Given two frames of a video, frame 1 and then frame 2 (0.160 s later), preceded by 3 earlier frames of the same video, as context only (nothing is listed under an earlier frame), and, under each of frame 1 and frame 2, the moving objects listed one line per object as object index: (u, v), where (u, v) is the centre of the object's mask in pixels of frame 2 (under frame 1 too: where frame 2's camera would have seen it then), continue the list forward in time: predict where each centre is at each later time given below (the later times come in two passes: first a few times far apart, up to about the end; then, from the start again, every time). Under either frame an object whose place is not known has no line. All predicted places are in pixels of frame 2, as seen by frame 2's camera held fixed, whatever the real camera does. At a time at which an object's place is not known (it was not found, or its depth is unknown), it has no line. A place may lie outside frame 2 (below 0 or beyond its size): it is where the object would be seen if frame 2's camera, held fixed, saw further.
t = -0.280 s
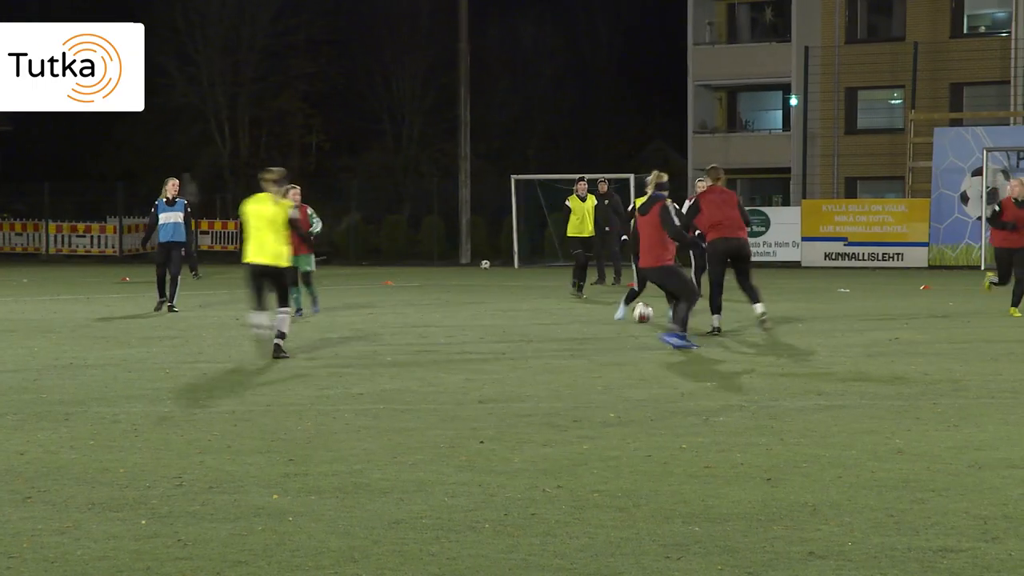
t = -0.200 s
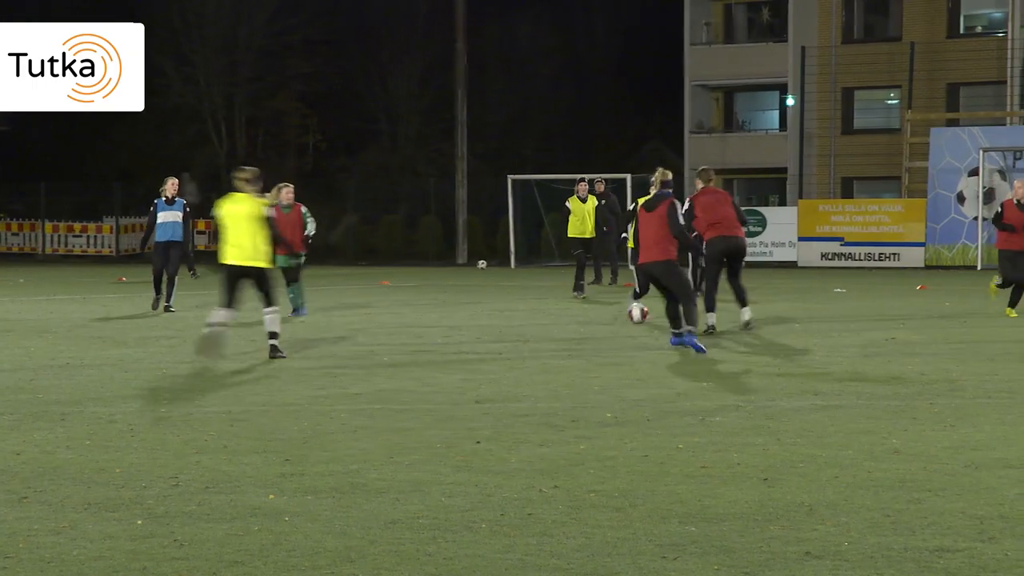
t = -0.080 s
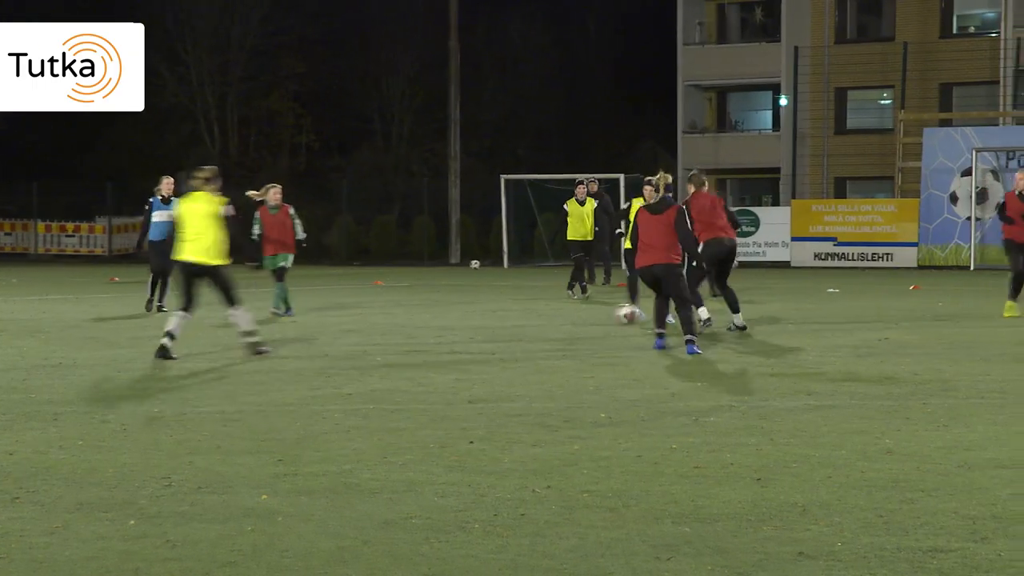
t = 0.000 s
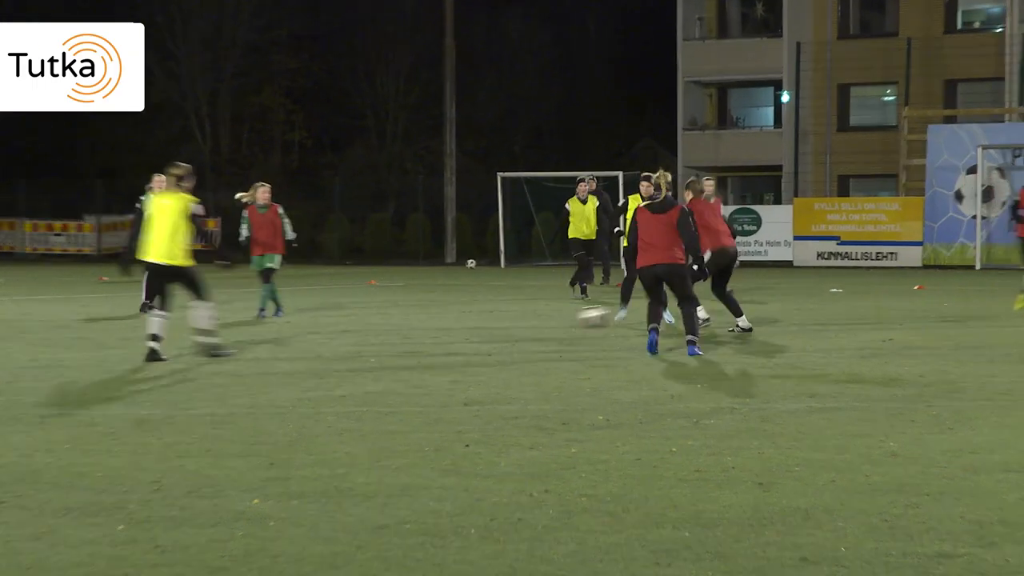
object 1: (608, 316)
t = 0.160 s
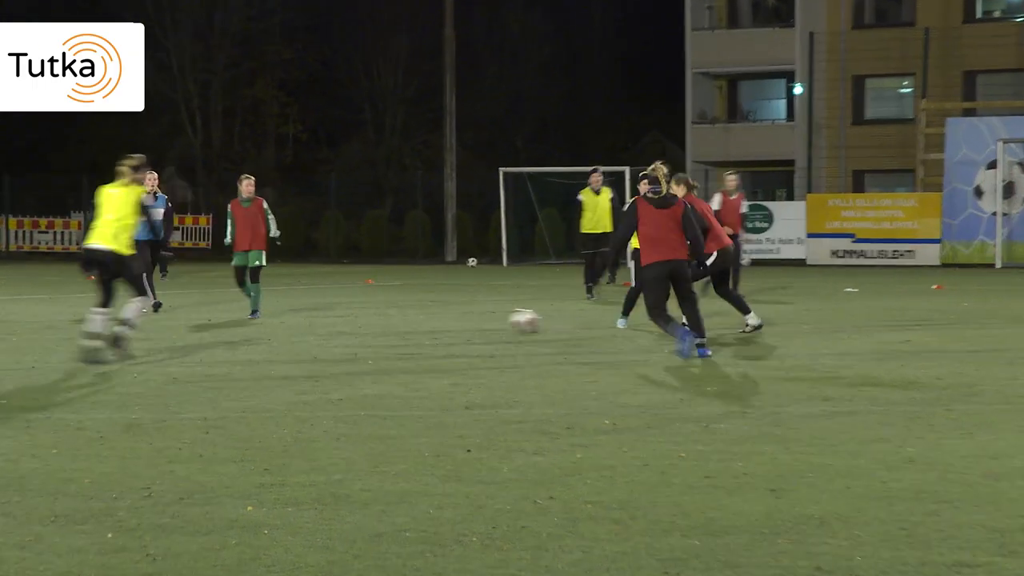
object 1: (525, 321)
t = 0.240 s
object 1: (486, 322)
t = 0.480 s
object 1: (384, 330)
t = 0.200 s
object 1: (506, 319)
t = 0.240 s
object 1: (486, 322)
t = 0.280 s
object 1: (469, 324)
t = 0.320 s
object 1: (451, 327)
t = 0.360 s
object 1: (436, 327)
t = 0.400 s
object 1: (419, 327)
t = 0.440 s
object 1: (400, 327)
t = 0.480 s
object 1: (384, 330)
